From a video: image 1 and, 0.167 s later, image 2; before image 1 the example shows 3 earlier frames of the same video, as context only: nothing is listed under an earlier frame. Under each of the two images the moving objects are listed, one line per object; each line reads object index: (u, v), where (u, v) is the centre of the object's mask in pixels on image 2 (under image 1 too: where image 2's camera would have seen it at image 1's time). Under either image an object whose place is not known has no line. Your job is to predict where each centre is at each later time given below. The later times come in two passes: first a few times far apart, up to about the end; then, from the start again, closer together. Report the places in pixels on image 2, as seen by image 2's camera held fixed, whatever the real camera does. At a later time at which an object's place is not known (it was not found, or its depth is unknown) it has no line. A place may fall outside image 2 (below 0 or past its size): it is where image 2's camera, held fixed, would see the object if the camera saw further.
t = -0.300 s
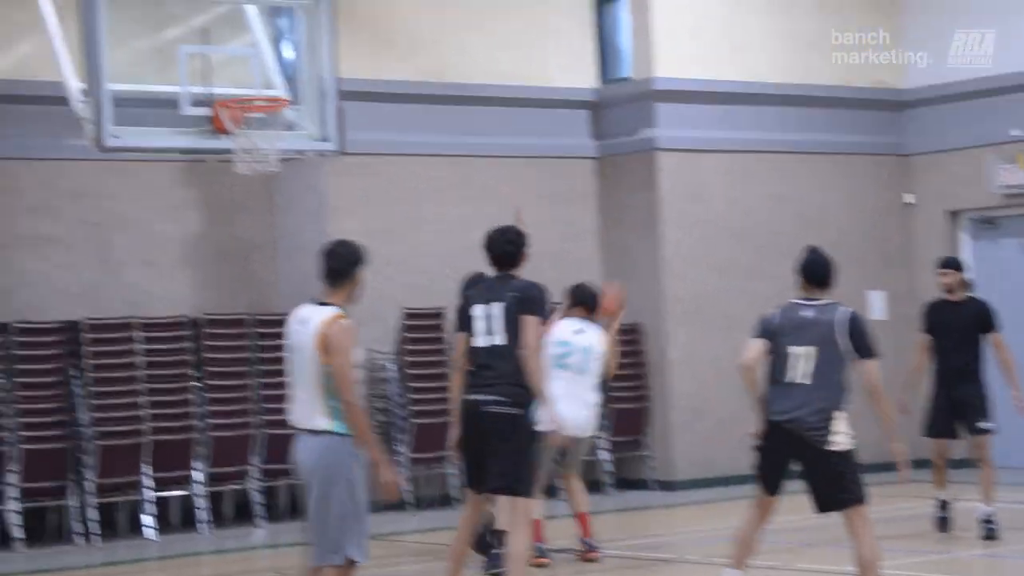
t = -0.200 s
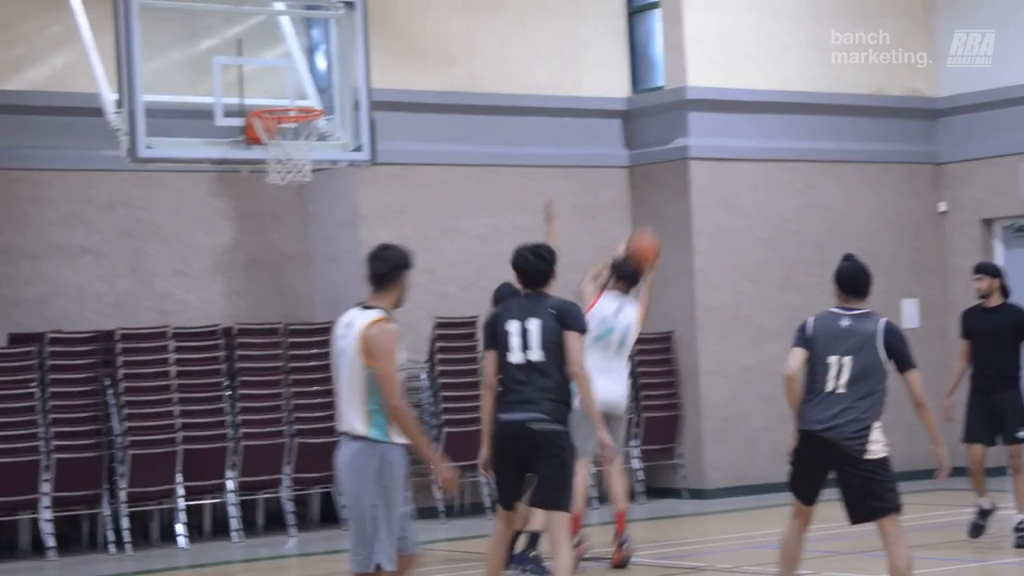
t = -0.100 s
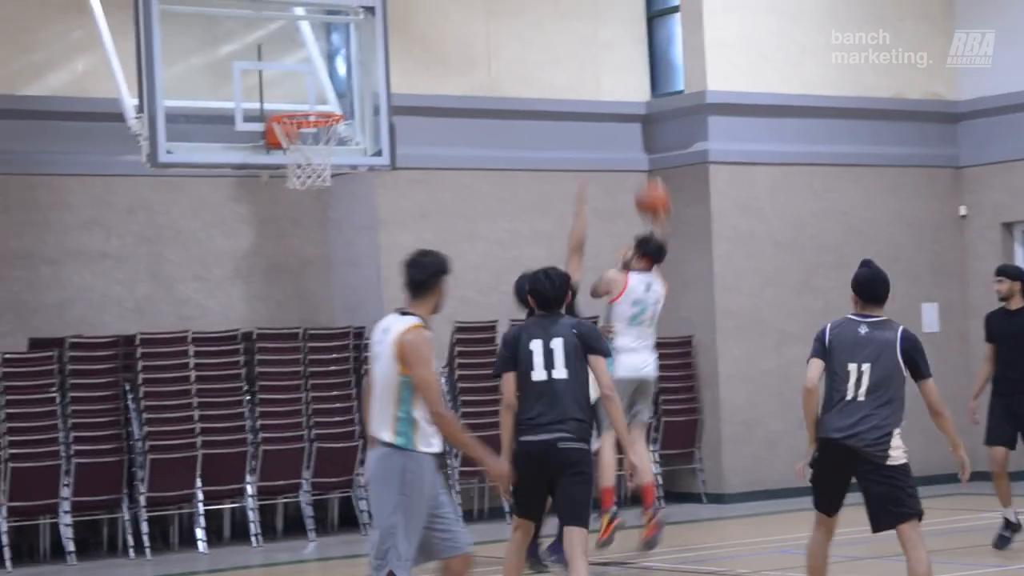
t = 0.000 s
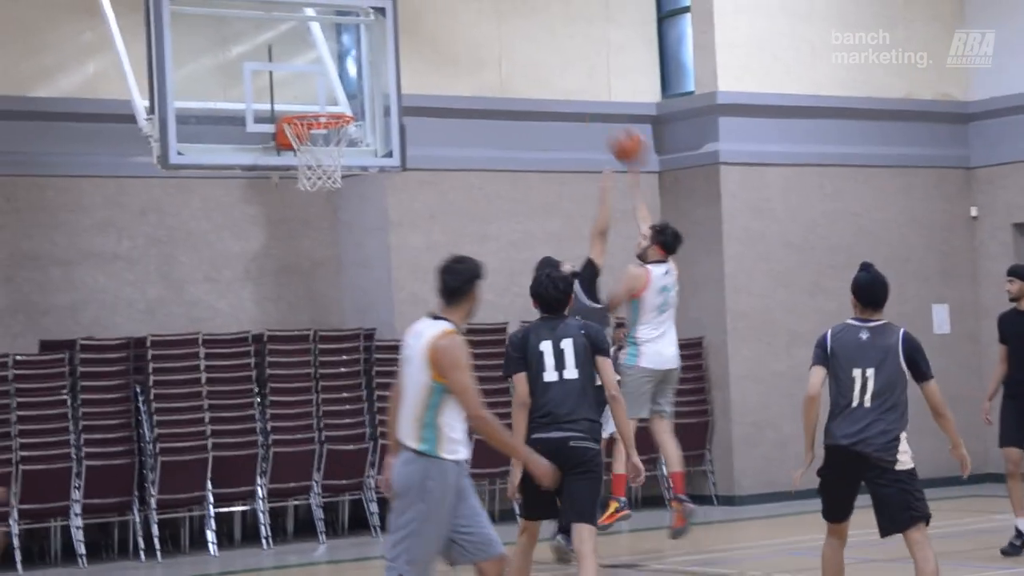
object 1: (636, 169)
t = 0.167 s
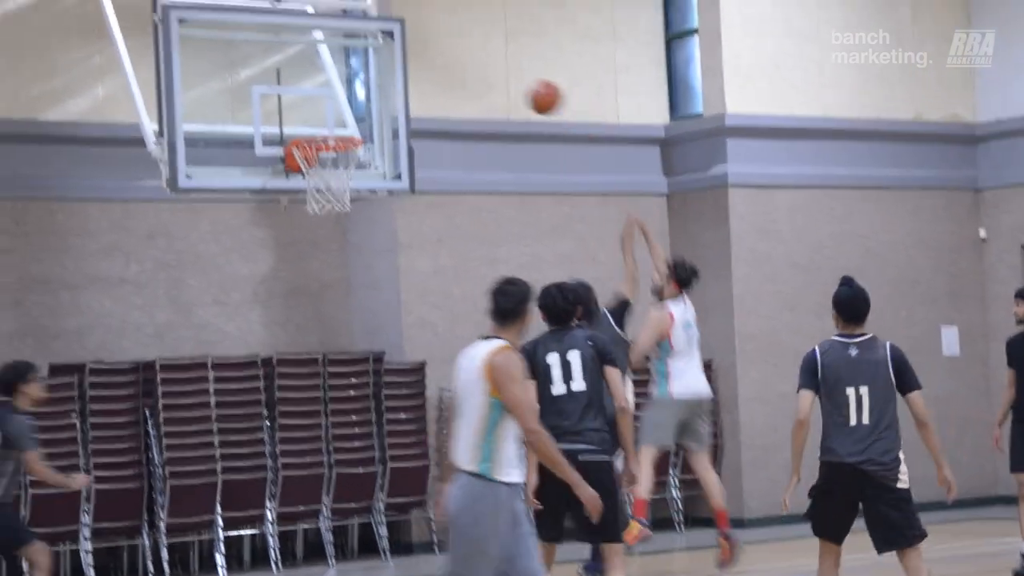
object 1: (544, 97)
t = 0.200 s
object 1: (527, 87)
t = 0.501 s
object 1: (370, 74)
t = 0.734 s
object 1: (341, 125)
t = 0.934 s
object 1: (304, 180)
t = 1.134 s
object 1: (293, 239)
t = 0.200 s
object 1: (527, 87)
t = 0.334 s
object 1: (455, 66)
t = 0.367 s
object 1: (439, 65)
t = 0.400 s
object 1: (421, 65)
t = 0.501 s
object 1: (370, 74)
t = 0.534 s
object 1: (354, 80)
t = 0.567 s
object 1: (349, 83)
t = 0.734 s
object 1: (341, 125)
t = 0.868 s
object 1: (315, 162)
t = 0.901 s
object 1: (308, 171)
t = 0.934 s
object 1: (304, 180)
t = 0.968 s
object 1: (301, 189)
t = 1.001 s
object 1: (299, 196)
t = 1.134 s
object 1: (293, 239)
